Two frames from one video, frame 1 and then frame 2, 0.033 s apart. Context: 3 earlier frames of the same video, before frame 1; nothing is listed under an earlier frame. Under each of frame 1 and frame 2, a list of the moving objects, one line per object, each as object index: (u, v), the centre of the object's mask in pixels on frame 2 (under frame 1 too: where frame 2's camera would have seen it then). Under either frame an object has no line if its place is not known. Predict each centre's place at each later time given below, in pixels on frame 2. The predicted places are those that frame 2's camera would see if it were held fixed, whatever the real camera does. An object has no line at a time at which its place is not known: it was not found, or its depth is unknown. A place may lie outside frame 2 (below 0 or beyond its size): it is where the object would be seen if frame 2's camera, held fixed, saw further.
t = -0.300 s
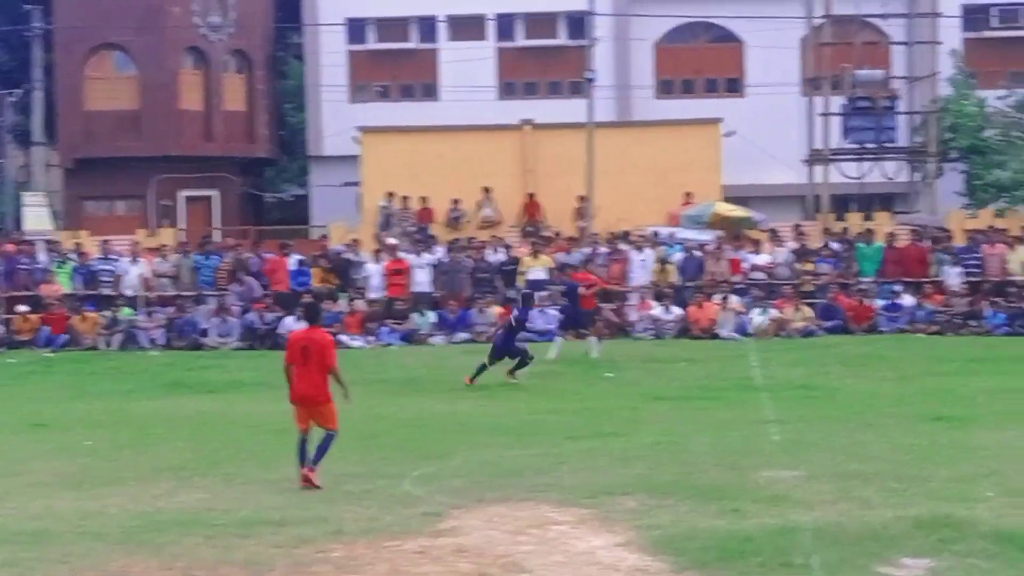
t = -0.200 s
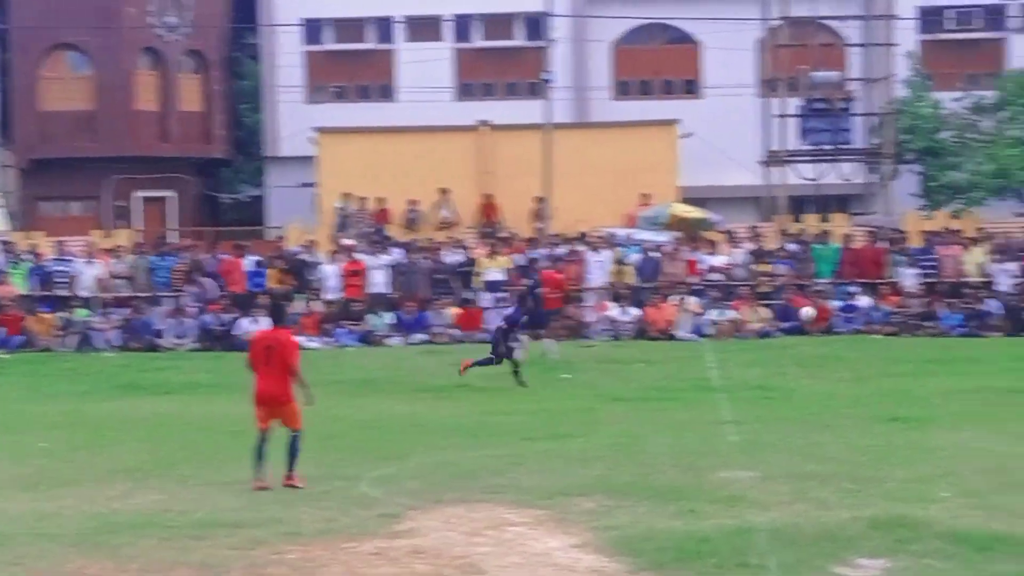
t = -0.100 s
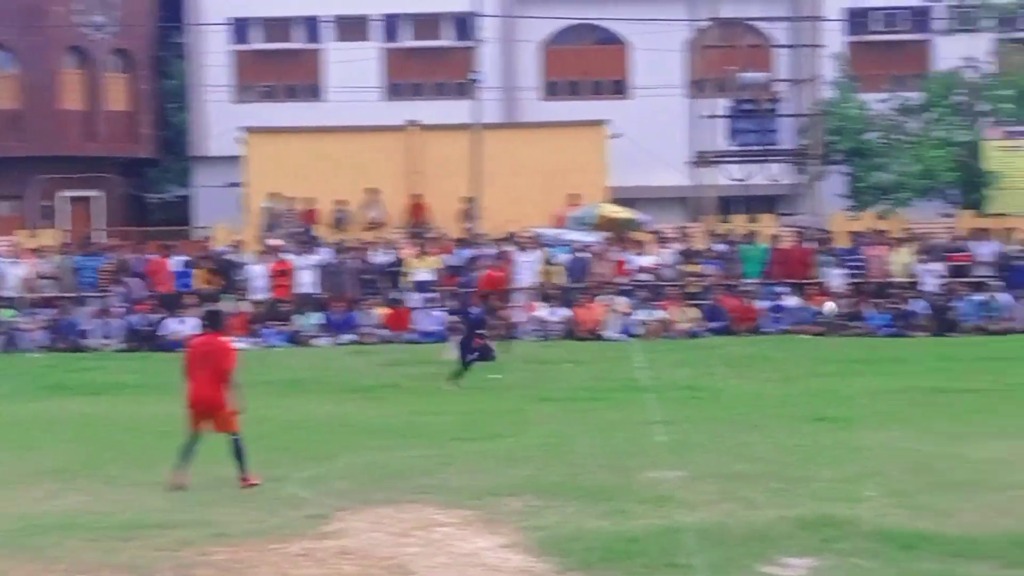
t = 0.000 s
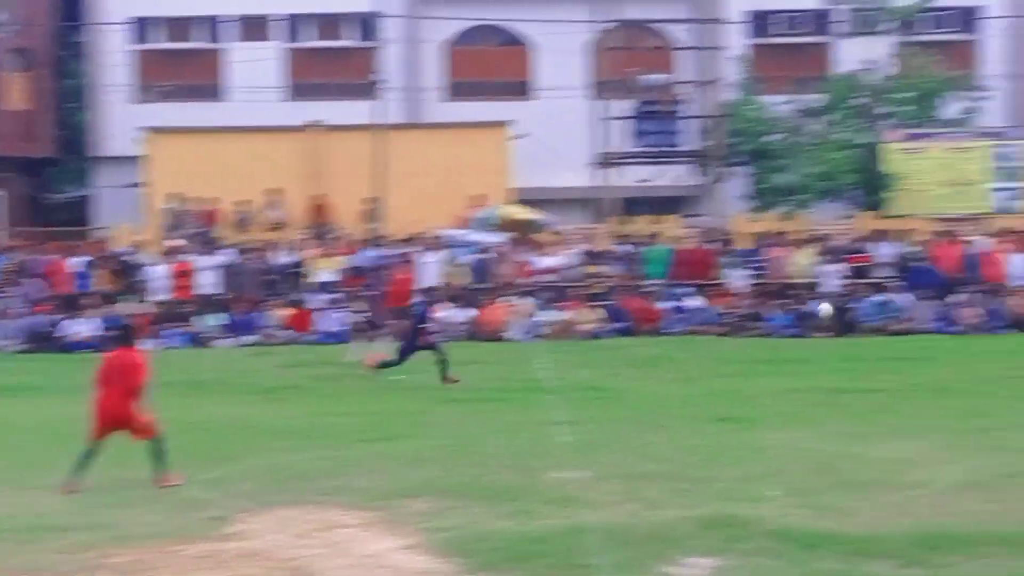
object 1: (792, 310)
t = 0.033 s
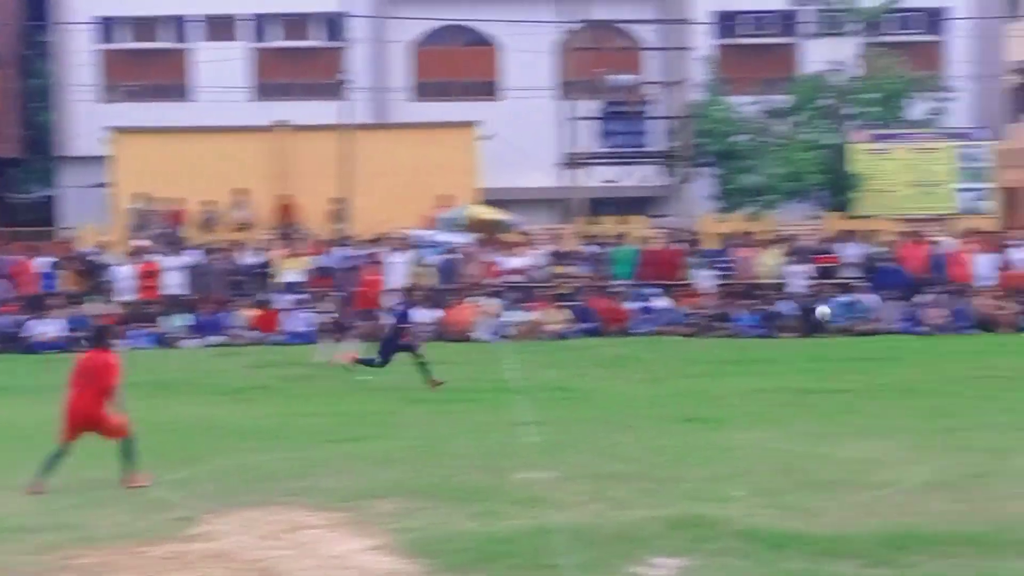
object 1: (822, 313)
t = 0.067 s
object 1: (855, 314)
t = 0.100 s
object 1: (887, 317)
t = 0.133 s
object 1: (920, 323)
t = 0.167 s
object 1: (952, 326)
